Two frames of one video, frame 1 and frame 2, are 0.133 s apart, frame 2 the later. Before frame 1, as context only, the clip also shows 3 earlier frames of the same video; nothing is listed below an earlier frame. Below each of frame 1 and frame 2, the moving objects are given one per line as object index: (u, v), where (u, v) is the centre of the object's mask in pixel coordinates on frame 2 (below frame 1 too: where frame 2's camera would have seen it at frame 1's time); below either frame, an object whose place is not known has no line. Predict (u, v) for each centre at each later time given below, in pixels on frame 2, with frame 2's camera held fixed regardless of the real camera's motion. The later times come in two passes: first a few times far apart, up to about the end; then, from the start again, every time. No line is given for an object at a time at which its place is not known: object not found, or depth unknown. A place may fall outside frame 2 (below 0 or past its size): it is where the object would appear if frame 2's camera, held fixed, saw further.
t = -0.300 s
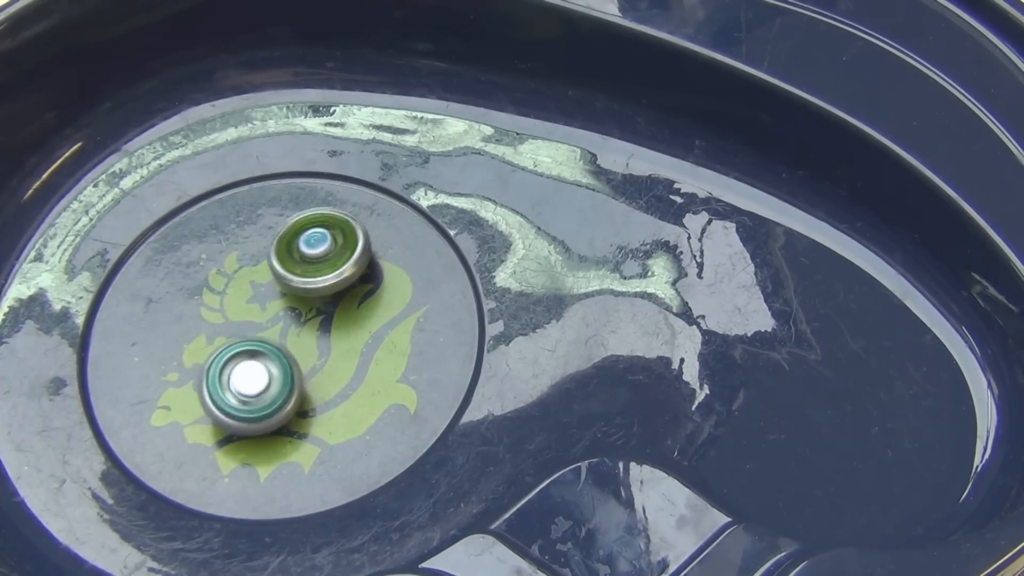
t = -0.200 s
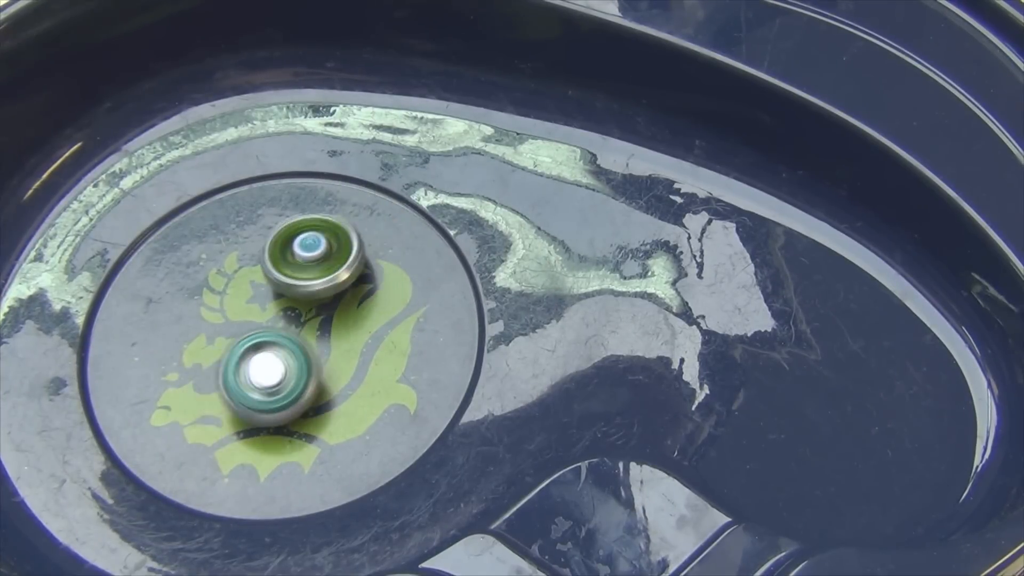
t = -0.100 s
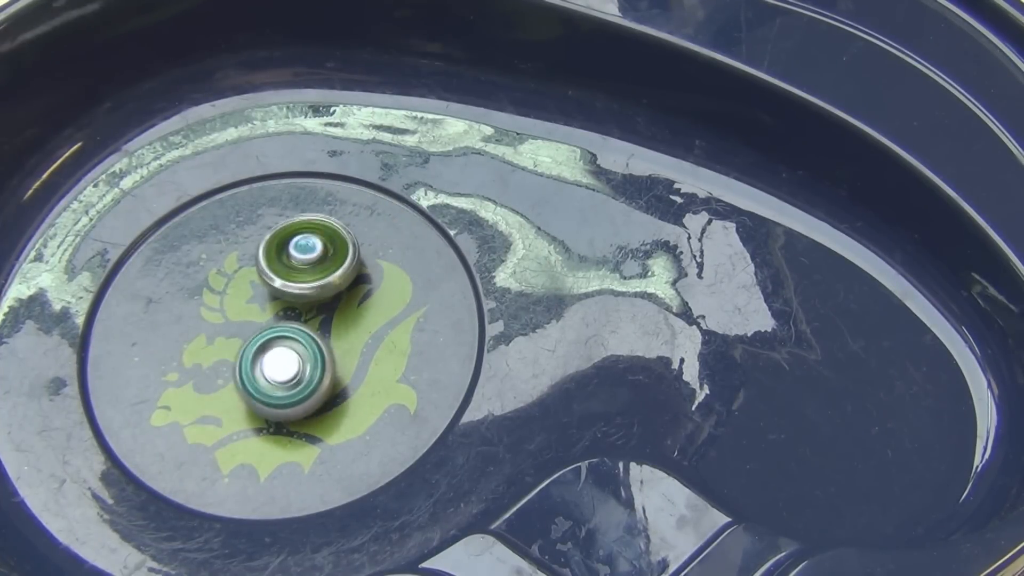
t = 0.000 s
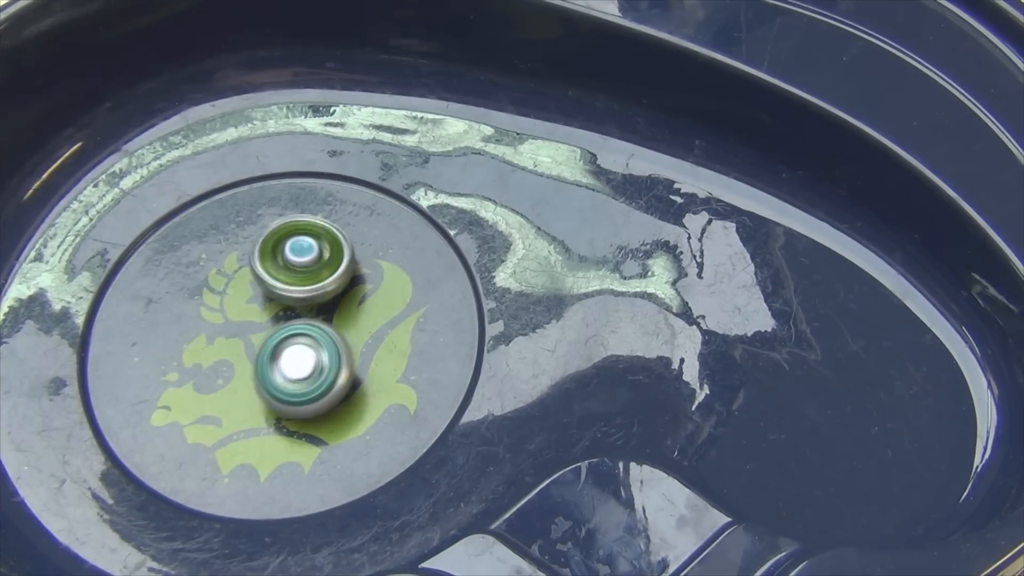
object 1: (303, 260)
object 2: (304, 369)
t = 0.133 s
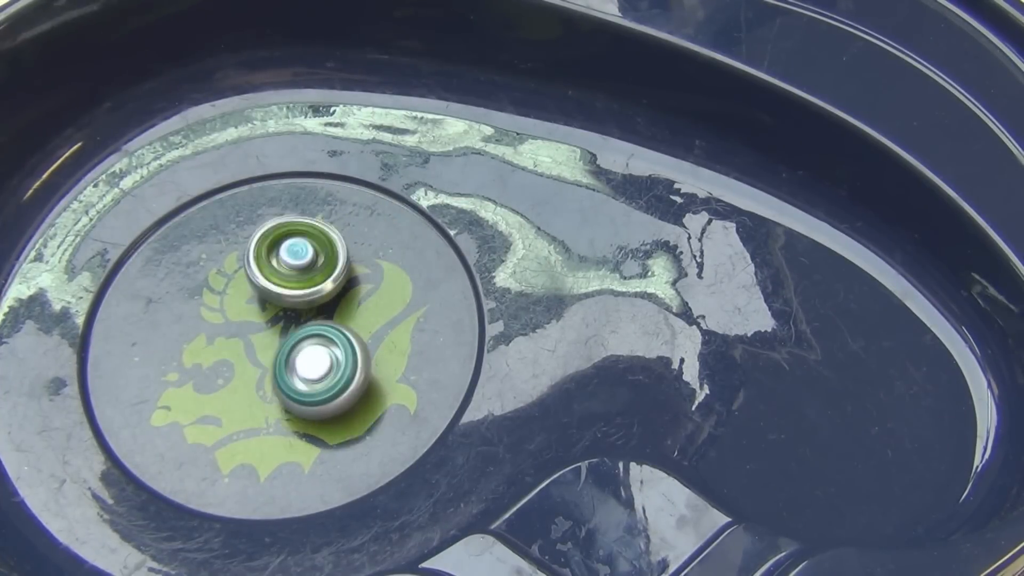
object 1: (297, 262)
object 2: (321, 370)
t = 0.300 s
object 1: (291, 264)
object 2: (333, 377)
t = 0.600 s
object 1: (284, 273)
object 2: (326, 383)
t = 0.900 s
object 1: (279, 284)
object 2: (304, 371)
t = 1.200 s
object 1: (260, 174)
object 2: (287, 474)
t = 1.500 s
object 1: (240, 227)
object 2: (302, 454)
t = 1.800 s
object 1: (235, 245)
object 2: (317, 430)
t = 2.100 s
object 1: (227, 265)
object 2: (330, 409)
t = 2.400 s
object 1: (215, 283)
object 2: (338, 393)
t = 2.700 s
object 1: (214, 288)
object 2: (341, 382)
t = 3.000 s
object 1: (216, 294)
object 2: (343, 371)
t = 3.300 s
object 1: (218, 302)
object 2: (346, 359)
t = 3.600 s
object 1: (220, 308)
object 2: (349, 350)
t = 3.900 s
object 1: (220, 310)
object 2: (348, 344)
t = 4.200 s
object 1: (223, 314)
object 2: (344, 336)
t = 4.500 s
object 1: (225, 320)
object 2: (341, 327)
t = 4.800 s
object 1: (229, 324)
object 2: (340, 320)
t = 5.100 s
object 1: (231, 328)
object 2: (338, 316)
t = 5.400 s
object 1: (228, 330)
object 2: (336, 315)
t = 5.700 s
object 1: (220, 332)
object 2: (343, 314)
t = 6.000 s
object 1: (224, 336)
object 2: (334, 310)
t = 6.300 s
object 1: (215, 339)
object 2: (338, 302)
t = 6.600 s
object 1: (217, 340)
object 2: (340, 298)
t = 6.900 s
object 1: (220, 342)
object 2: (333, 300)
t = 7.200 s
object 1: (221, 345)
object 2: (320, 297)
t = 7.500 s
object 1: (224, 348)
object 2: (316, 291)
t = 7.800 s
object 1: (225, 348)
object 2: (316, 289)
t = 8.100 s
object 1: (199, 365)
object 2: (340, 282)
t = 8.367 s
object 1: (205, 367)
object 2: (327, 287)
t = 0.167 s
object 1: (295, 262)
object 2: (324, 371)
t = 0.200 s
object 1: (294, 263)
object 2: (328, 373)
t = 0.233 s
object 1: (294, 263)
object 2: (330, 374)
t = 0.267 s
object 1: (292, 264)
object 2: (331, 376)
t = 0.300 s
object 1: (291, 264)
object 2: (333, 377)
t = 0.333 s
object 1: (291, 264)
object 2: (334, 378)
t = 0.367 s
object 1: (290, 265)
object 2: (334, 380)
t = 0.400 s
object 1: (289, 266)
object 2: (334, 382)
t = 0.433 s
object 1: (288, 267)
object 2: (334, 382)
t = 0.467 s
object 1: (288, 268)
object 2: (333, 383)
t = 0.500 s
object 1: (287, 269)
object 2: (332, 383)
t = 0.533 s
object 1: (286, 270)
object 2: (330, 383)
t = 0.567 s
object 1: (285, 271)
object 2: (329, 383)
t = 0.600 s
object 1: (284, 273)
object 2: (326, 383)
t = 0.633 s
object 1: (284, 273)
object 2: (324, 383)
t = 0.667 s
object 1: (283, 274)
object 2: (322, 383)
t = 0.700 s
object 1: (283, 275)
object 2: (320, 382)
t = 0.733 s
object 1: (282, 277)
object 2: (317, 381)
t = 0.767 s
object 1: (281, 278)
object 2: (314, 380)
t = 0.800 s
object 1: (280, 280)
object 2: (311, 378)
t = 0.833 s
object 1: (280, 281)
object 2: (309, 377)
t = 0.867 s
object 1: (279, 282)
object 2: (307, 374)
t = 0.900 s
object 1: (279, 284)
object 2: (304, 371)
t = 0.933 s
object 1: (278, 283)
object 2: (303, 371)
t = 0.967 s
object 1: (277, 282)
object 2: (301, 370)
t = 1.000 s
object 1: (276, 258)
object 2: (299, 390)
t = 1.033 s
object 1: (276, 240)
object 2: (298, 414)
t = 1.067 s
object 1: (276, 218)
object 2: (295, 436)
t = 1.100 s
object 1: (274, 197)
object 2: (293, 456)
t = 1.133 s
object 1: (272, 185)
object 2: (290, 469)
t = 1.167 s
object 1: (268, 175)
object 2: (288, 474)
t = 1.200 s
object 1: (260, 174)
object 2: (287, 474)
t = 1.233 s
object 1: (256, 179)
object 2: (288, 472)
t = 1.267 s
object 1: (250, 185)
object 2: (289, 470)
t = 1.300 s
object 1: (245, 192)
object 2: (291, 467)
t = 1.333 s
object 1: (243, 200)
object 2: (293, 465)
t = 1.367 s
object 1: (242, 206)
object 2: (295, 462)
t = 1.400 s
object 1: (240, 214)
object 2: (297, 459)
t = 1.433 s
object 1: (240, 218)
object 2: (298, 458)
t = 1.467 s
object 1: (240, 223)
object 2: (300, 456)
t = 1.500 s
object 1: (240, 227)
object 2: (302, 454)
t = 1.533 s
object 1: (239, 231)
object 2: (304, 452)
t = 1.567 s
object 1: (238, 232)
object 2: (305, 449)
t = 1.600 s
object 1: (237, 234)
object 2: (307, 446)
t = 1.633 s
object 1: (237, 236)
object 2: (308, 444)
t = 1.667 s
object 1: (237, 238)
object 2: (310, 442)
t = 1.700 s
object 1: (236, 239)
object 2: (312, 439)
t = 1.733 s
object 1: (236, 241)
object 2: (313, 436)
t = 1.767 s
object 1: (235, 242)
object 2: (315, 434)
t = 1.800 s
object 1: (235, 245)
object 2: (317, 430)
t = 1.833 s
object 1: (234, 246)
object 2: (318, 428)
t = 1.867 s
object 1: (234, 248)
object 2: (320, 425)
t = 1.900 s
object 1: (234, 249)
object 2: (321, 423)
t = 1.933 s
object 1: (233, 251)
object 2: (323, 420)
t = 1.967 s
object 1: (232, 253)
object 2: (324, 418)
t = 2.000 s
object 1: (230, 257)
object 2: (326, 415)
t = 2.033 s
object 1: (230, 259)
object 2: (327, 413)
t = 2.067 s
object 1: (228, 262)
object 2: (329, 411)
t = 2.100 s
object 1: (227, 265)
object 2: (330, 409)
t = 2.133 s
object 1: (225, 268)
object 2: (331, 406)
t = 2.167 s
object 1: (223, 271)
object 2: (332, 405)
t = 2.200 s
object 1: (221, 275)
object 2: (333, 402)
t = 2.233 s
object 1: (220, 277)
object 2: (334, 401)
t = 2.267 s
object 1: (218, 279)
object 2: (335, 399)
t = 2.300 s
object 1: (217, 280)
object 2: (336, 398)
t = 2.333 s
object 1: (216, 281)
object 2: (336, 396)
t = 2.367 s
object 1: (216, 282)
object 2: (337, 395)
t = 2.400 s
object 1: (215, 283)
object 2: (338, 393)
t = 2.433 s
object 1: (215, 283)
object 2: (338, 393)
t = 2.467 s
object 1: (215, 284)
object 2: (339, 392)
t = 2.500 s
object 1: (215, 285)
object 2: (339, 390)
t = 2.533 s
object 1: (215, 286)
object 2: (340, 389)
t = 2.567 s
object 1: (214, 286)
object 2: (340, 387)
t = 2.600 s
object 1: (214, 287)
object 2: (341, 386)
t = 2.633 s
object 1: (214, 287)
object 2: (341, 385)
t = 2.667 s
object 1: (214, 288)
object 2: (341, 384)
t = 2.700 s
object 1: (214, 288)
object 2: (341, 382)
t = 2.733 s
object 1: (214, 289)
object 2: (342, 382)
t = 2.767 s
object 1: (214, 290)
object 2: (342, 380)
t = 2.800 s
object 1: (214, 290)
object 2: (342, 379)
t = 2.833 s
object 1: (215, 291)
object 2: (342, 378)
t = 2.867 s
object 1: (215, 291)
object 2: (342, 377)
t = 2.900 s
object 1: (215, 292)
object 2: (342, 375)
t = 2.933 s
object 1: (216, 292)
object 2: (343, 374)
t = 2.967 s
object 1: (215, 293)
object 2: (343, 373)
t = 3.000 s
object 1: (216, 294)
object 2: (343, 371)
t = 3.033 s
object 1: (217, 294)
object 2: (343, 370)
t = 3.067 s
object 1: (217, 295)
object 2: (344, 369)
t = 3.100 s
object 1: (217, 296)
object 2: (344, 367)
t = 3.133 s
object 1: (218, 297)
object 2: (344, 366)
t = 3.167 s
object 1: (218, 298)
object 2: (345, 364)
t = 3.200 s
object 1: (218, 299)
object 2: (345, 362)
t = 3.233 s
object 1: (218, 300)
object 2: (345, 361)
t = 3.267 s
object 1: (218, 301)
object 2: (346, 360)
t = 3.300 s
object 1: (218, 302)
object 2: (346, 359)
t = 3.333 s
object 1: (219, 303)
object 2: (346, 358)
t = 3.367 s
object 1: (219, 304)
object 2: (347, 357)
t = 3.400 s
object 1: (219, 305)
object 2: (347, 355)
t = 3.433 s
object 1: (219, 305)
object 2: (347, 355)
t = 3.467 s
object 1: (219, 306)
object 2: (348, 354)
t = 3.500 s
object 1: (220, 307)
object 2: (348, 353)
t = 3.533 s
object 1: (220, 307)
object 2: (348, 352)
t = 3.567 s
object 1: (220, 308)
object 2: (349, 351)
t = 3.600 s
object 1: (220, 308)
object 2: (349, 350)
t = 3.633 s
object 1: (220, 309)
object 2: (349, 349)
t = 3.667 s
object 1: (220, 309)
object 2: (349, 349)
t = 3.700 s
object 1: (220, 309)
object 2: (349, 348)
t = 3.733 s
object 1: (220, 309)
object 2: (349, 347)
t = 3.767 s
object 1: (220, 310)
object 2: (349, 346)
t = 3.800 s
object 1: (220, 310)
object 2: (349, 346)
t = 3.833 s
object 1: (220, 310)
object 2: (349, 345)
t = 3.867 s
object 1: (220, 310)
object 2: (349, 344)
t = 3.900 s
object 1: (220, 310)
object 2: (348, 344)
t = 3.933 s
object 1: (220, 311)
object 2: (348, 343)
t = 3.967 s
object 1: (220, 311)
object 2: (347, 343)
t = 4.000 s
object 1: (221, 312)
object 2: (347, 341)
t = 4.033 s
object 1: (221, 312)
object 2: (346, 341)
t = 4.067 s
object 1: (222, 312)
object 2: (346, 340)
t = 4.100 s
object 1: (222, 313)
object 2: (345, 339)
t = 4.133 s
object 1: (223, 313)
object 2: (345, 338)
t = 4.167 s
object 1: (223, 313)
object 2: (345, 337)
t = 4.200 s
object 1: (223, 314)
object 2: (344, 336)
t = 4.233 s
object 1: (223, 315)
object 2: (343, 335)
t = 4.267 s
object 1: (224, 315)
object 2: (343, 334)
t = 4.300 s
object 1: (224, 316)
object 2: (342, 333)
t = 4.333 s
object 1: (224, 317)
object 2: (342, 332)
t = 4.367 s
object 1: (224, 317)
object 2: (342, 331)
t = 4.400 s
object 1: (225, 318)
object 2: (341, 330)
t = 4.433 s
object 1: (225, 319)
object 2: (341, 329)
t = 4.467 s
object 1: (225, 319)
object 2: (341, 328)
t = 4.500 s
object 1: (225, 320)
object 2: (341, 327)
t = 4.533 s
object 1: (225, 320)
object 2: (341, 326)
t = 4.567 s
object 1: (226, 321)
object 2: (341, 325)
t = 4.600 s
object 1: (226, 321)
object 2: (341, 324)
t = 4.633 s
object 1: (227, 322)
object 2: (340, 323)
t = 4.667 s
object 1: (227, 322)
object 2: (340, 323)
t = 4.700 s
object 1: (227, 322)
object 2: (341, 322)
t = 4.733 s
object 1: (228, 323)
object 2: (341, 321)
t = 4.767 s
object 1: (228, 323)
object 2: (340, 321)
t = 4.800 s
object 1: (229, 324)
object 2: (340, 320)
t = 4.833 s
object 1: (229, 324)
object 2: (340, 319)
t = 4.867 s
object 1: (229, 325)
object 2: (340, 319)
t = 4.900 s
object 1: (230, 325)
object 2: (340, 318)
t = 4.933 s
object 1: (230, 326)
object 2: (340, 318)
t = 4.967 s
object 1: (231, 327)
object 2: (340, 318)
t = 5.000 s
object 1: (231, 327)
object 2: (339, 317)
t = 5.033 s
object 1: (231, 328)
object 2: (339, 317)
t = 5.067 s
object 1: (231, 328)
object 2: (339, 317)
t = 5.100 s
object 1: (231, 328)
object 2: (338, 316)
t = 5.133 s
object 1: (228, 328)
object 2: (342, 316)
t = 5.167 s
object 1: (227, 328)
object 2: (342, 317)
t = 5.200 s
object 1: (227, 328)
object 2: (341, 317)
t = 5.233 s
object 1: (227, 328)
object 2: (340, 316)
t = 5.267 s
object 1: (227, 329)
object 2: (340, 316)
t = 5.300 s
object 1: (228, 329)
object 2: (339, 316)
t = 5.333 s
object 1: (228, 330)
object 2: (338, 316)
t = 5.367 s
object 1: (228, 330)
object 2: (337, 316)
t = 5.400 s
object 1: (228, 330)
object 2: (336, 315)
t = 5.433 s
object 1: (224, 330)
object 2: (342, 315)
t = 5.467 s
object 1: (217, 330)
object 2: (345, 316)
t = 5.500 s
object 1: (216, 330)
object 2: (345, 316)
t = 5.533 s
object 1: (217, 329)
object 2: (345, 316)
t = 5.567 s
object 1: (218, 330)
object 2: (345, 315)
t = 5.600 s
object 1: (219, 331)
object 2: (344, 315)
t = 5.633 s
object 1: (219, 331)
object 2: (344, 314)
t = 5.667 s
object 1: (219, 332)
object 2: (344, 314)
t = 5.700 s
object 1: (220, 332)
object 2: (343, 314)
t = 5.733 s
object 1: (220, 332)
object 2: (342, 313)
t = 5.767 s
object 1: (221, 332)
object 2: (342, 313)
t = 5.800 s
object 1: (221, 333)
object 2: (340, 313)
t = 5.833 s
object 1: (221, 333)
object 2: (340, 312)
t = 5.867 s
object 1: (222, 333)
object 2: (339, 312)
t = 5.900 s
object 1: (223, 334)
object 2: (338, 312)
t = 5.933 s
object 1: (223, 334)
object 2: (337, 311)
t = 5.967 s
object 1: (224, 335)
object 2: (336, 311)
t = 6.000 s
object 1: (224, 336)
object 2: (334, 310)
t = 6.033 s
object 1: (223, 336)
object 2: (334, 310)
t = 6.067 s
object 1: (223, 337)
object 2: (333, 309)
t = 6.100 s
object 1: (223, 337)
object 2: (332, 308)
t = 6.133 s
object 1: (223, 338)
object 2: (331, 308)
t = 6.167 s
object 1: (224, 338)
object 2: (330, 307)
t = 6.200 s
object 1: (224, 338)
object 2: (329, 306)
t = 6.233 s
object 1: (224, 338)
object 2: (328, 306)
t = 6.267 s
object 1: (220, 339)
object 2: (331, 304)
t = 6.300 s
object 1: (215, 339)
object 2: (338, 302)
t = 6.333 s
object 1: (214, 339)
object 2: (339, 302)
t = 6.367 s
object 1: (214, 339)
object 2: (339, 301)
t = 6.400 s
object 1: (215, 339)
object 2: (340, 300)
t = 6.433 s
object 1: (215, 339)
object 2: (340, 300)
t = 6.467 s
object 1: (216, 339)
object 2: (340, 299)
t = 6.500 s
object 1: (216, 340)
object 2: (340, 299)
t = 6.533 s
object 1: (216, 340)
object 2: (340, 299)
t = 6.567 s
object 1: (217, 340)
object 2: (340, 299)
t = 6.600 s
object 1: (217, 340)
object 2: (340, 298)
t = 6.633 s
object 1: (217, 340)
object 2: (340, 298)
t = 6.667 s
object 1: (218, 340)
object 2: (339, 299)
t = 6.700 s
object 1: (218, 341)
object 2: (339, 299)
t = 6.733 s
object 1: (218, 341)
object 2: (338, 299)
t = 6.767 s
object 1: (219, 341)
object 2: (337, 299)
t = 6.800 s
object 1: (220, 341)
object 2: (336, 300)
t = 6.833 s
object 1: (220, 342)
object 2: (335, 300)
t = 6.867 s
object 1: (220, 342)
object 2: (334, 300)
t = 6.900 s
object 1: (220, 342)
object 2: (333, 300)
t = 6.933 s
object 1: (220, 343)
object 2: (331, 300)
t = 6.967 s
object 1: (220, 343)
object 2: (330, 300)
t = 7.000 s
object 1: (220, 344)
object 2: (328, 300)
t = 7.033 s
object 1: (220, 344)
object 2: (327, 300)
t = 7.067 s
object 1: (220, 344)
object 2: (326, 300)
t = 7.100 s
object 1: (220, 344)
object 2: (324, 299)
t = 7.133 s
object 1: (220, 345)
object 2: (323, 299)
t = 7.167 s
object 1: (221, 345)
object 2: (322, 298)
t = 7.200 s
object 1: (221, 345)
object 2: (320, 297)
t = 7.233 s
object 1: (221, 345)
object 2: (319, 297)
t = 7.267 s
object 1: (221, 346)
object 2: (319, 296)
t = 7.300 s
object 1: (222, 346)
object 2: (318, 296)
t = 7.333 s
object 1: (222, 346)
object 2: (317, 295)
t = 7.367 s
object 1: (222, 347)
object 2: (317, 294)
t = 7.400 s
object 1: (223, 347)
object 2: (316, 293)
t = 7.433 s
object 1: (223, 347)
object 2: (316, 293)
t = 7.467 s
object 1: (224, 347)
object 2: (316, 292)
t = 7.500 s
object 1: (224, 348)
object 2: (316, 291)
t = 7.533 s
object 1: (224, 348)
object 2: (316, 291)
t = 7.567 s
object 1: (225, 348)
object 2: (316, 290)
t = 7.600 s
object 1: (226, 348)
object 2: (316, 290)
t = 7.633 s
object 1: (226, 348)
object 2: (316, 290)
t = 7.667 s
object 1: (226, 348)
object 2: (316, 289)
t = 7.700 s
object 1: (226, 348)
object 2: (315, 289)
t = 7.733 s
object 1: (227, 348)
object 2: (315, 289)
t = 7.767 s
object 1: (227, 348)
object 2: (315, 289)
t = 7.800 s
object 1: (225, 348)
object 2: (316, 289)
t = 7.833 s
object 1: (217, 352)
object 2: (327, 284)
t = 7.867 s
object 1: (203, 360)
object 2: (336, 279)
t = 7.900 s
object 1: (196, 363)
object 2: (343, 279)
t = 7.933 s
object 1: (195, 363)
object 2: (343, 280)
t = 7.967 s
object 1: (196, 363)
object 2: (342, 280)
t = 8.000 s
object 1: (197, 364)
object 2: (341, 281)
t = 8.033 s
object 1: (198, 363)
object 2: (341, 281)
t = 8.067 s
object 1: (198, 364)
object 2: (341, 281)
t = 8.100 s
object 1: (199, 365)
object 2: (340, 282)
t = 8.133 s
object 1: (200, 365)
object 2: (339, 282)
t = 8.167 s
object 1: (201, 365)
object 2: (338, 283)
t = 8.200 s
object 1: (202, 366)
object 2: (336, 284)
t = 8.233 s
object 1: (202, 366)
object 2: (335, 284)
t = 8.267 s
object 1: (203, 366)
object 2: (333, 285)
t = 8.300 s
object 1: (204, 367)
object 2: (331, 286)
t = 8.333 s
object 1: (204, 367)
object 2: (329, 286)
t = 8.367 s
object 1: (205, 367)
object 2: (327, 287)
